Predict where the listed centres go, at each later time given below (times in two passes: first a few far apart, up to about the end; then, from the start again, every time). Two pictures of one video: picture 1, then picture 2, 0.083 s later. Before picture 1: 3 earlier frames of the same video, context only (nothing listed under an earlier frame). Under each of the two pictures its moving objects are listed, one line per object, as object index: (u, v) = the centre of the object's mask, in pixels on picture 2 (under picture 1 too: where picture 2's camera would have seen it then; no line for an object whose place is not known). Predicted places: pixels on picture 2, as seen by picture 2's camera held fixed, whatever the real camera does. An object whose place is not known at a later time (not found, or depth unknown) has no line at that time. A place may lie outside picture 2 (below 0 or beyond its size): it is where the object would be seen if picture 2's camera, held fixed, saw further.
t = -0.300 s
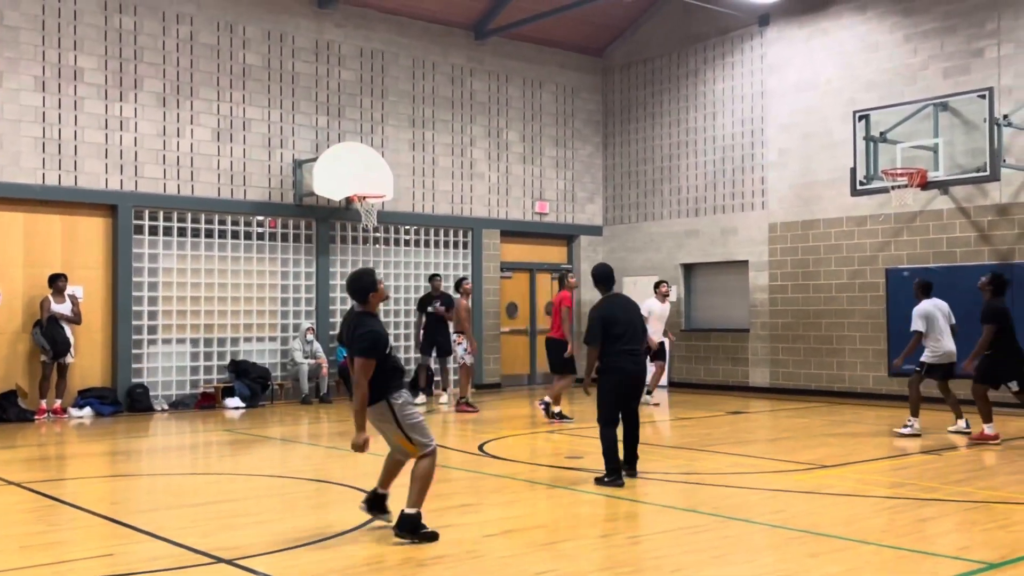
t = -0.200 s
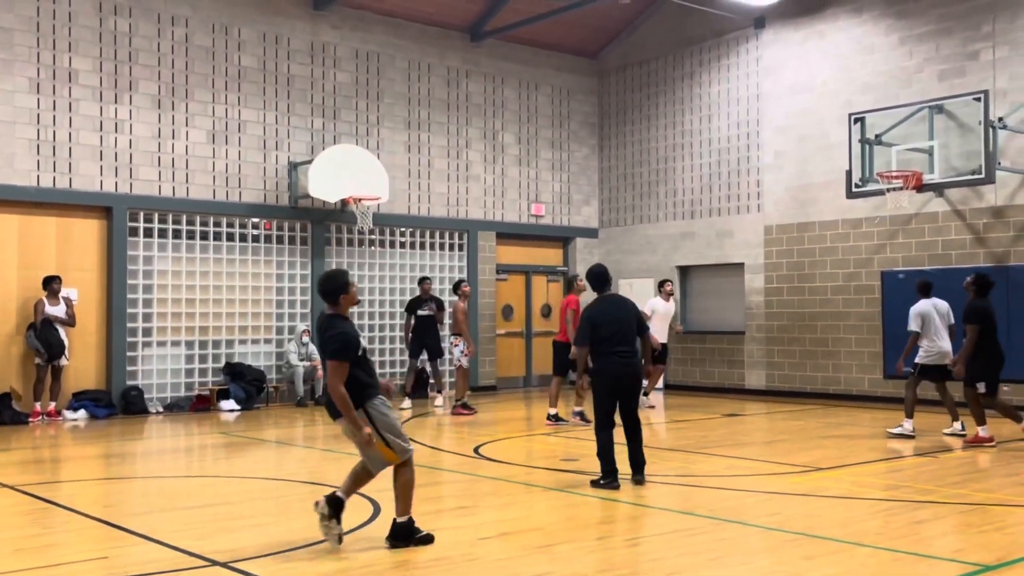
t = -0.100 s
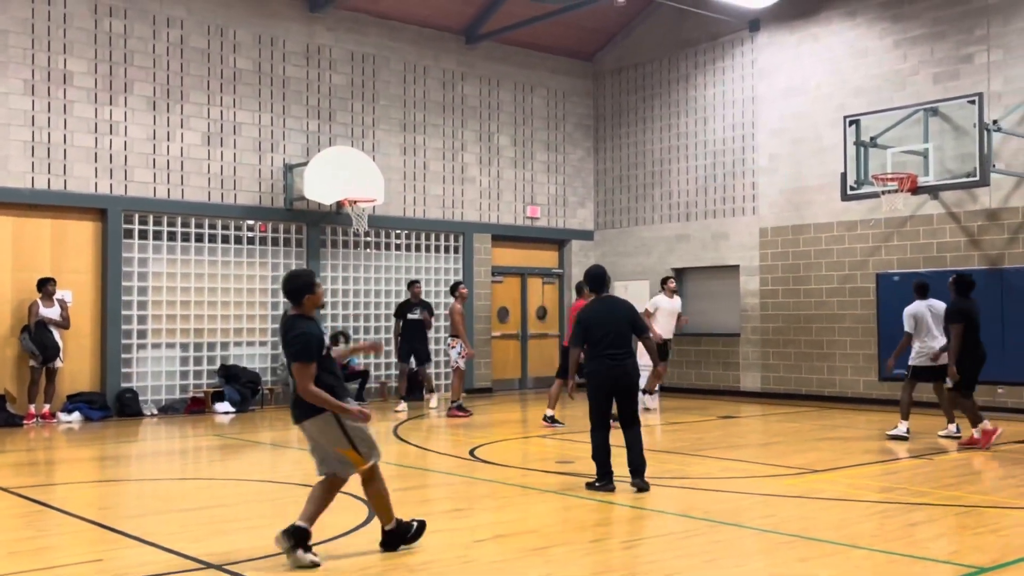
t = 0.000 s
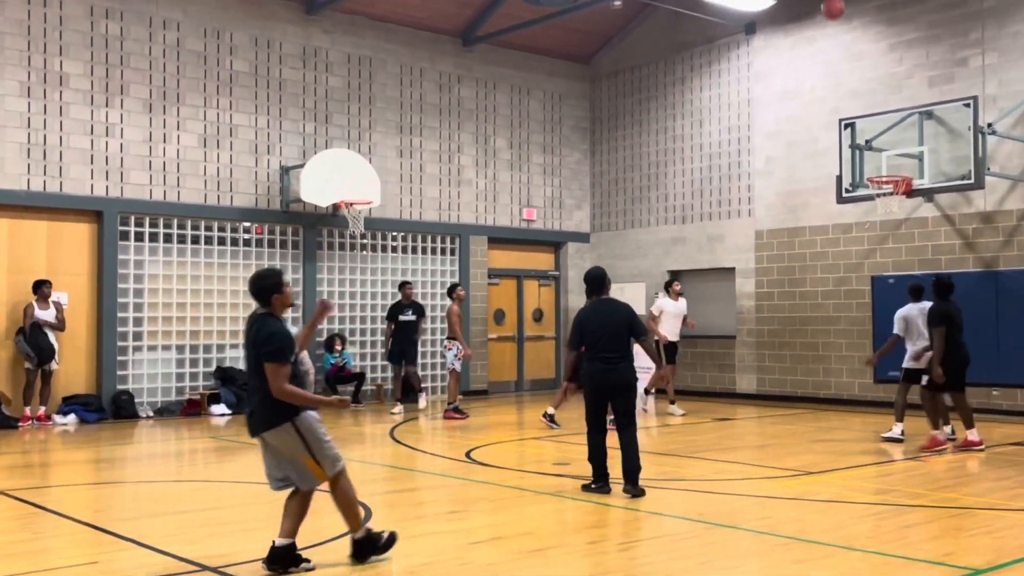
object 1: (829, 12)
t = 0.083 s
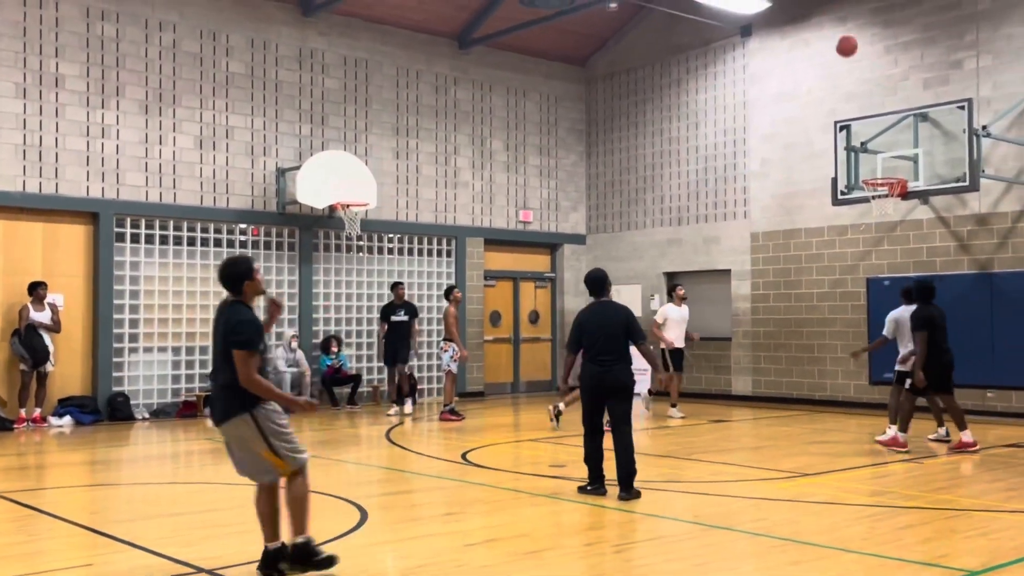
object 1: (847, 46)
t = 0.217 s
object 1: (874, 110)
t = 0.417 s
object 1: (870, 192)
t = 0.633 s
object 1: (878, 194)
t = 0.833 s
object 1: (889, 209)
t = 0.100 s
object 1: (850, 54)
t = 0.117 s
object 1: (854, 61)
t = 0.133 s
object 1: (857, 69)
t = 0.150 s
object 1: (860, 77)
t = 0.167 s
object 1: (864, 86)
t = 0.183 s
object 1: (867, 93)
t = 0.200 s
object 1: (870, 102)
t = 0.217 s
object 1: (874, 110)
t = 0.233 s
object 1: (877, 118)
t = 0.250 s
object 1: (880, 127)
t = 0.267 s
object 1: (883, 136)
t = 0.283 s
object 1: (886, 144)
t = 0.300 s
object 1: (889, 154)
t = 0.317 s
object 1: (892, 163)
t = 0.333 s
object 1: (889, 168)
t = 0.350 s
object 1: (885, 172)
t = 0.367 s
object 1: (880, 178)
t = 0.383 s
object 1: (875, 183)
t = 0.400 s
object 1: (871, 188)
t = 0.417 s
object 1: (870, 192)
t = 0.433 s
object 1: (871, 193)
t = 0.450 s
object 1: (872, 193)
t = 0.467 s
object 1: (871, 192)
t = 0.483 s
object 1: (872, 190)
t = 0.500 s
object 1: (871, 190)
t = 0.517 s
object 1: (871, 190)
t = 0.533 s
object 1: (874, 190)
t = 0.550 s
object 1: (875, 190)
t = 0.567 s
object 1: (876, 190)
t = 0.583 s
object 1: (877, 190)
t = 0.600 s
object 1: (878, 189)
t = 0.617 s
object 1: (879, 190)
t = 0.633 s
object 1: (878, 194)
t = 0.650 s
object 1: (880, 191)
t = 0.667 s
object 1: (880, 191)
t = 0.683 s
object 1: (881, 191)
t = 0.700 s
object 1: (882, 191)
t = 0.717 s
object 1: (883, 191)
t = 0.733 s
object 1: (884, 192)
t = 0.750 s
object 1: (885, 192)
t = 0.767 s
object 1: (884, 204)
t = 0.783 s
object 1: (885, 206)
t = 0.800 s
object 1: (886, 207)
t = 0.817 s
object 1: (888, 208)
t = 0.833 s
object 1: (889, 209)
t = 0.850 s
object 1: (888, 211)
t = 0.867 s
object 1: (888, 215)
